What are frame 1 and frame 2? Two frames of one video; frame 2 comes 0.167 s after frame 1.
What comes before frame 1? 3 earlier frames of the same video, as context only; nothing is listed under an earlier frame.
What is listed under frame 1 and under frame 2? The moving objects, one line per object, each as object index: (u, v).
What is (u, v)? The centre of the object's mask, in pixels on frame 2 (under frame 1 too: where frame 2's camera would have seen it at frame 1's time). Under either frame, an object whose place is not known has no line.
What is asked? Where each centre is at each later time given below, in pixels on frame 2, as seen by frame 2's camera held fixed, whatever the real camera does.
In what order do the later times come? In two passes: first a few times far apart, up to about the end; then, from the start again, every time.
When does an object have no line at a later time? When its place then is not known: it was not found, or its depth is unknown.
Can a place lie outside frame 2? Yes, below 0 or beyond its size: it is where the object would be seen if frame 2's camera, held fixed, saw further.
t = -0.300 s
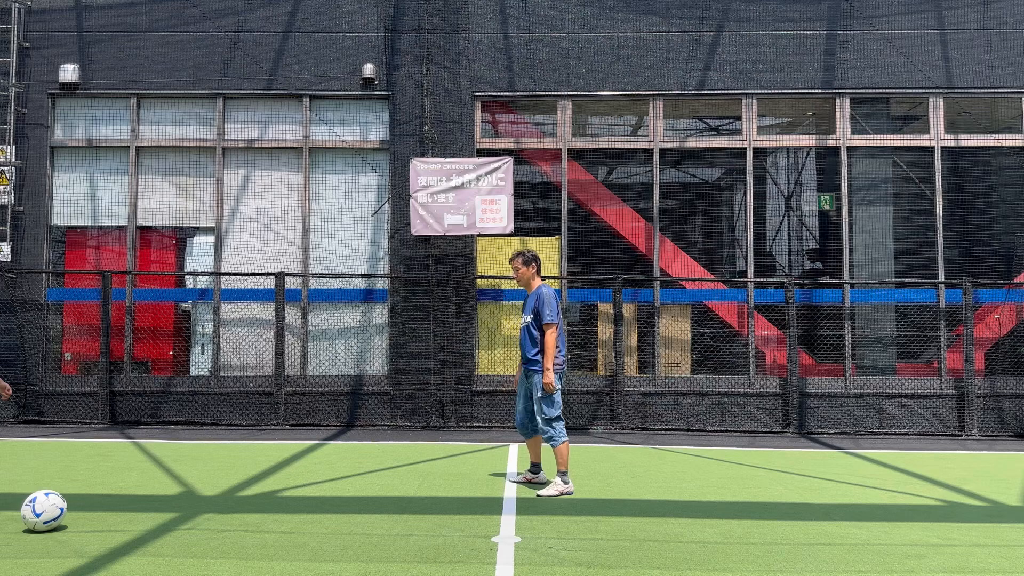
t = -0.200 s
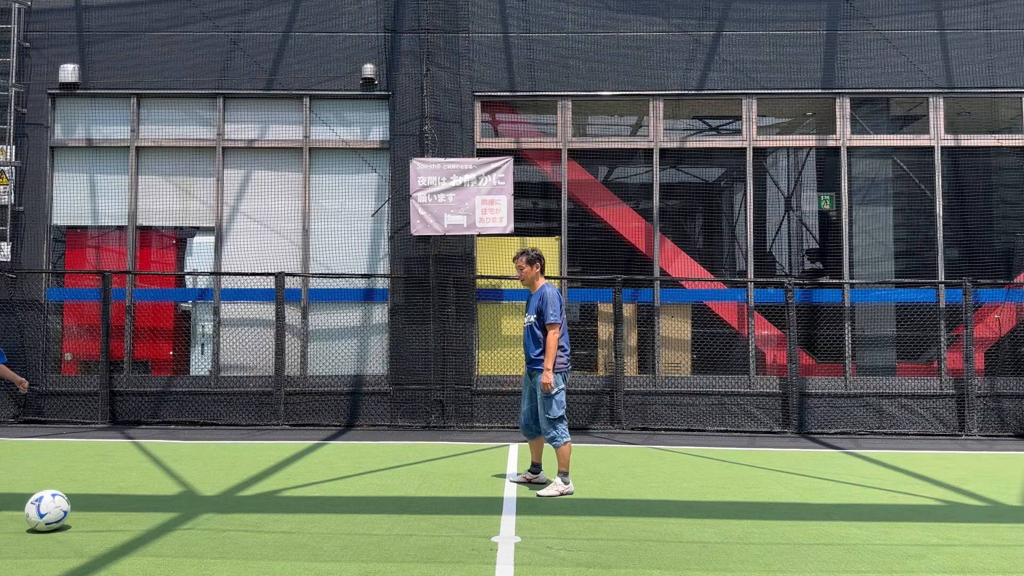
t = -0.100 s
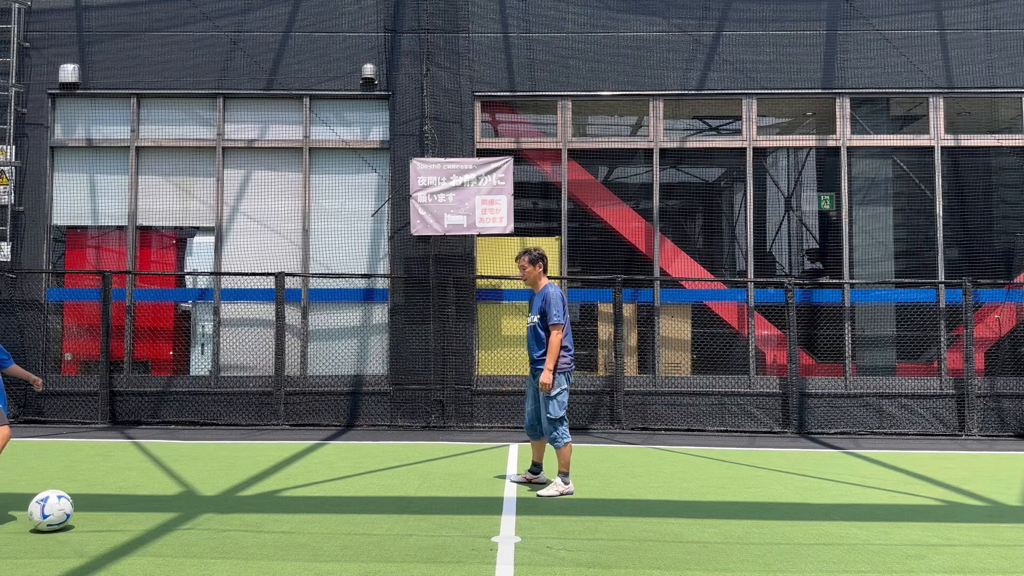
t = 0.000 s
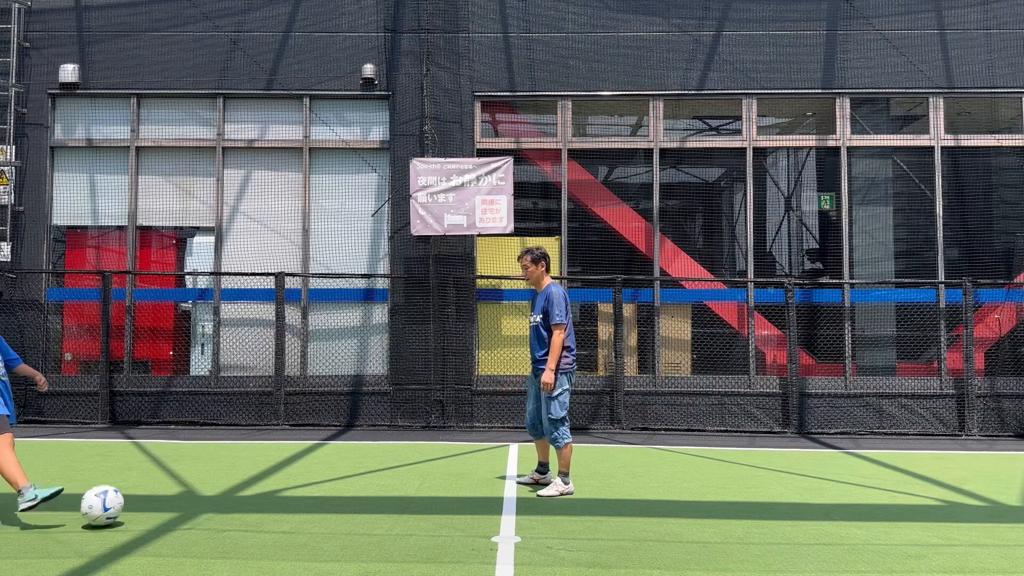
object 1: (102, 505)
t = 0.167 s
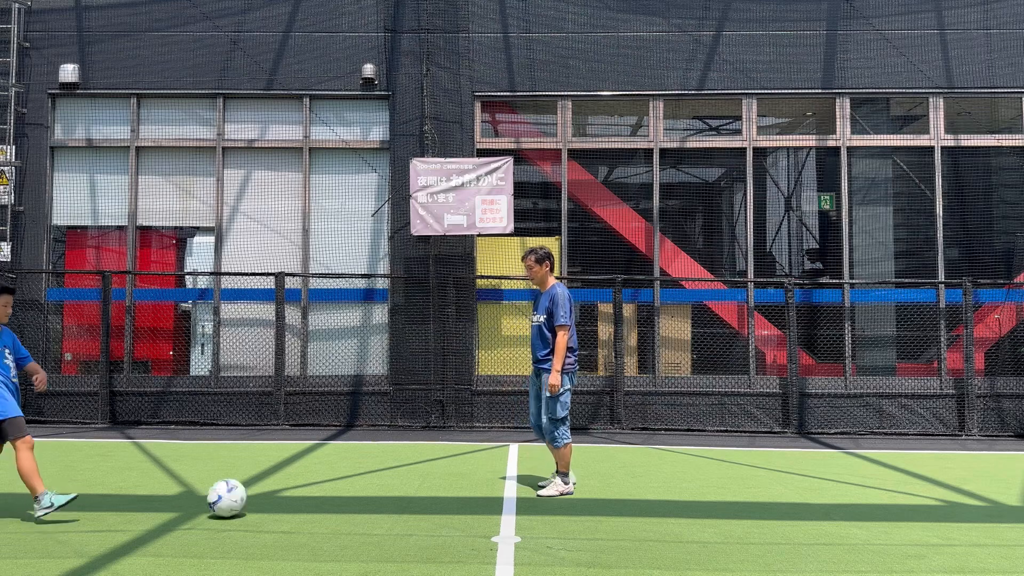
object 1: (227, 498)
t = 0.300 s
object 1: (304, 493)
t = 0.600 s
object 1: (428, 483)
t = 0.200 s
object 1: (247, 497)
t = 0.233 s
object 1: (267, 495)
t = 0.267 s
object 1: (286, 494)
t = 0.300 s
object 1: (304, 493)
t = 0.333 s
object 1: (320, 492)
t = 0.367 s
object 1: (336, 490)
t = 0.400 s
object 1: (350, 489)
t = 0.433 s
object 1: (364, 488)
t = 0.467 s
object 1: (378, 488)
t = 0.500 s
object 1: (391, 486)
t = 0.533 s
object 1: (404, 486)
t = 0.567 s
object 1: (416, 485)
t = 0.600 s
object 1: (428, 483)
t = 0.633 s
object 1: (440, 483)
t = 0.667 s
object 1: (453, 482)
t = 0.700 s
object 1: (465, 481)
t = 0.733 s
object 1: (476, 480)
